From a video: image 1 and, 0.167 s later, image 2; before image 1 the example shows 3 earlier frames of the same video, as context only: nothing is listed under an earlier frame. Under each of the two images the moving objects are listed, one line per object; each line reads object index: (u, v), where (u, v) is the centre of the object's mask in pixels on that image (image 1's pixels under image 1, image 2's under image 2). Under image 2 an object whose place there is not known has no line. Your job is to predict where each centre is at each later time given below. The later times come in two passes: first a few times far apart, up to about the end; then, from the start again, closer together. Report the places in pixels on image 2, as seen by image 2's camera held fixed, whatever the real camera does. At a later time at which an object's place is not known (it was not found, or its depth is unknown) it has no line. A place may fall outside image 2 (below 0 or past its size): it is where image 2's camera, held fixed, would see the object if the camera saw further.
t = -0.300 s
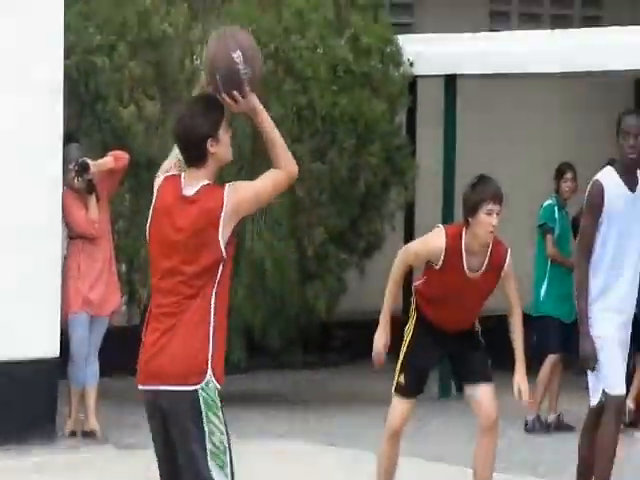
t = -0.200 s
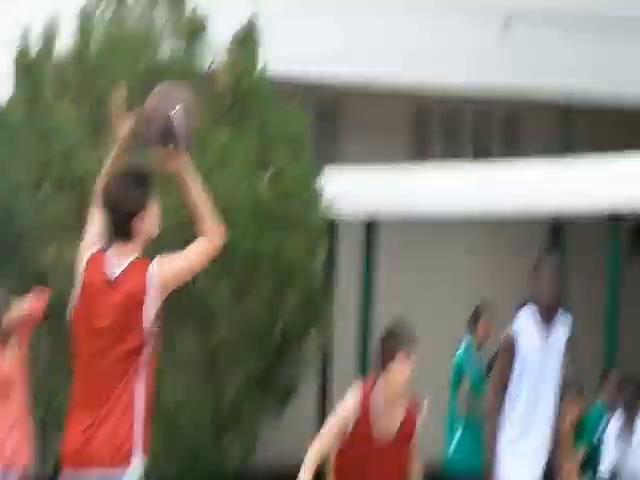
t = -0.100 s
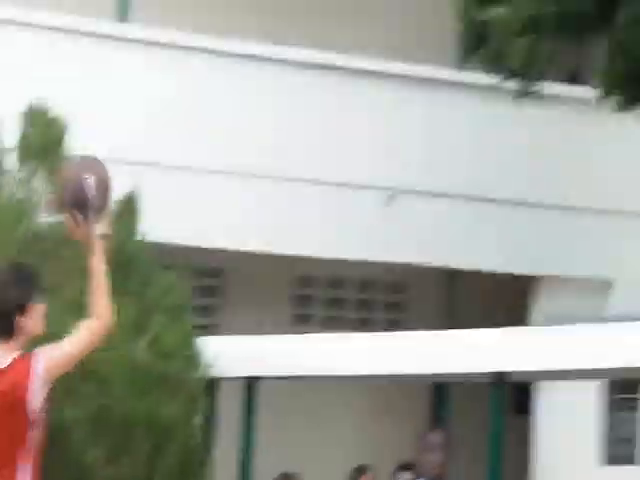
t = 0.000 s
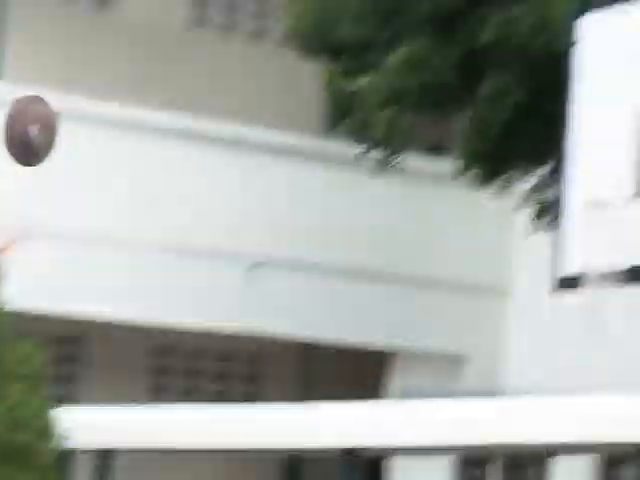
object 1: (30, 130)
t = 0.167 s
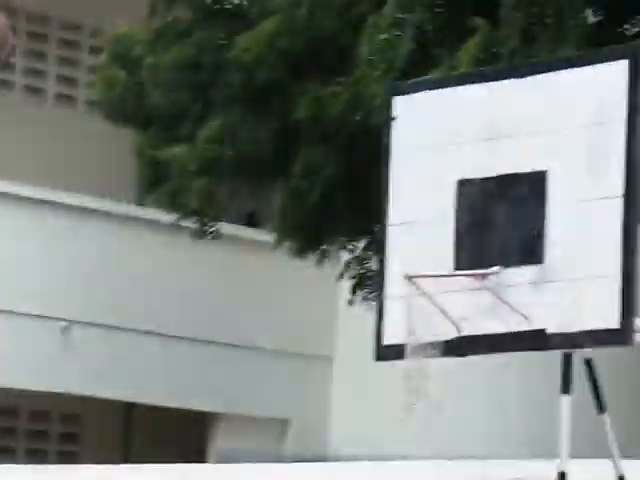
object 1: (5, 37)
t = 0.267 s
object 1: (86, 2)
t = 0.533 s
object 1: (269, 8)
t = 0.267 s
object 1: (86, 2)
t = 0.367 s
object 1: (151, -11)
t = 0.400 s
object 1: (174, -13)
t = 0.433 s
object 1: (197, -13)
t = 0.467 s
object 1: (222, -9)
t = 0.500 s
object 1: (246, -2)
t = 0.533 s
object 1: (269, 8)
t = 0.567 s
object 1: (290, 24)
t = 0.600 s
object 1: (313, 41)
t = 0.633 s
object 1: (333, 59)
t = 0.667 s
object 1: (355, 80)
